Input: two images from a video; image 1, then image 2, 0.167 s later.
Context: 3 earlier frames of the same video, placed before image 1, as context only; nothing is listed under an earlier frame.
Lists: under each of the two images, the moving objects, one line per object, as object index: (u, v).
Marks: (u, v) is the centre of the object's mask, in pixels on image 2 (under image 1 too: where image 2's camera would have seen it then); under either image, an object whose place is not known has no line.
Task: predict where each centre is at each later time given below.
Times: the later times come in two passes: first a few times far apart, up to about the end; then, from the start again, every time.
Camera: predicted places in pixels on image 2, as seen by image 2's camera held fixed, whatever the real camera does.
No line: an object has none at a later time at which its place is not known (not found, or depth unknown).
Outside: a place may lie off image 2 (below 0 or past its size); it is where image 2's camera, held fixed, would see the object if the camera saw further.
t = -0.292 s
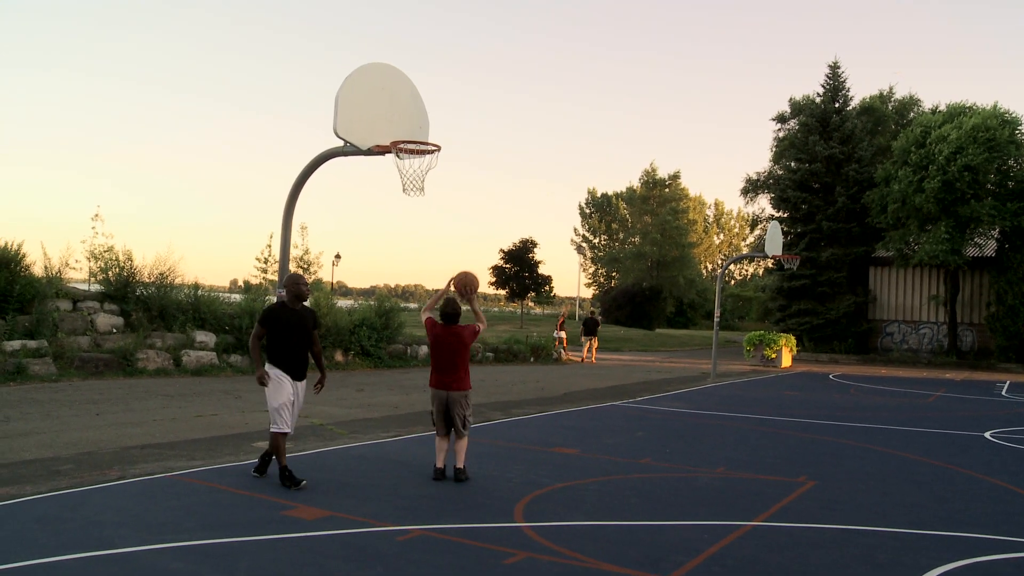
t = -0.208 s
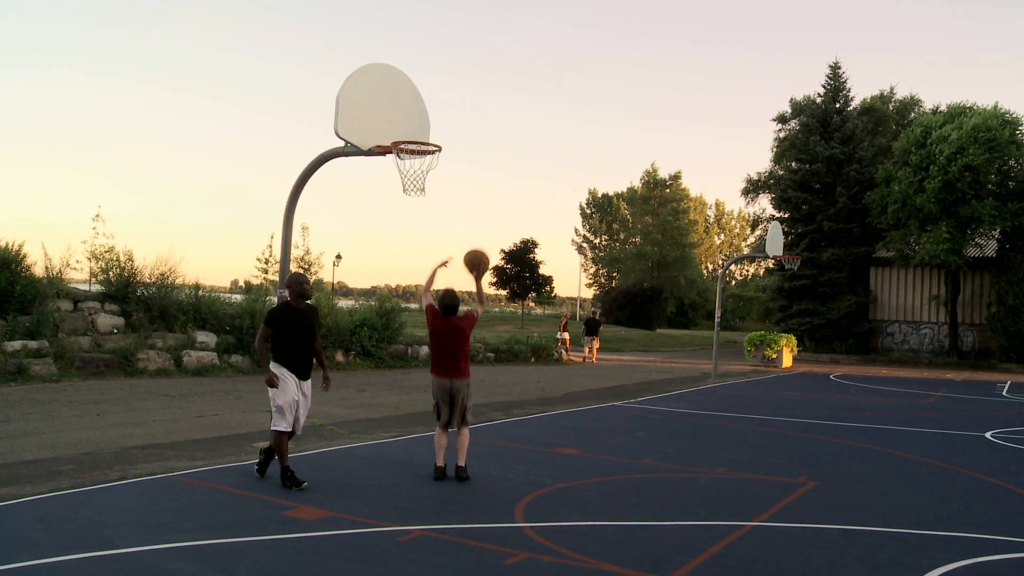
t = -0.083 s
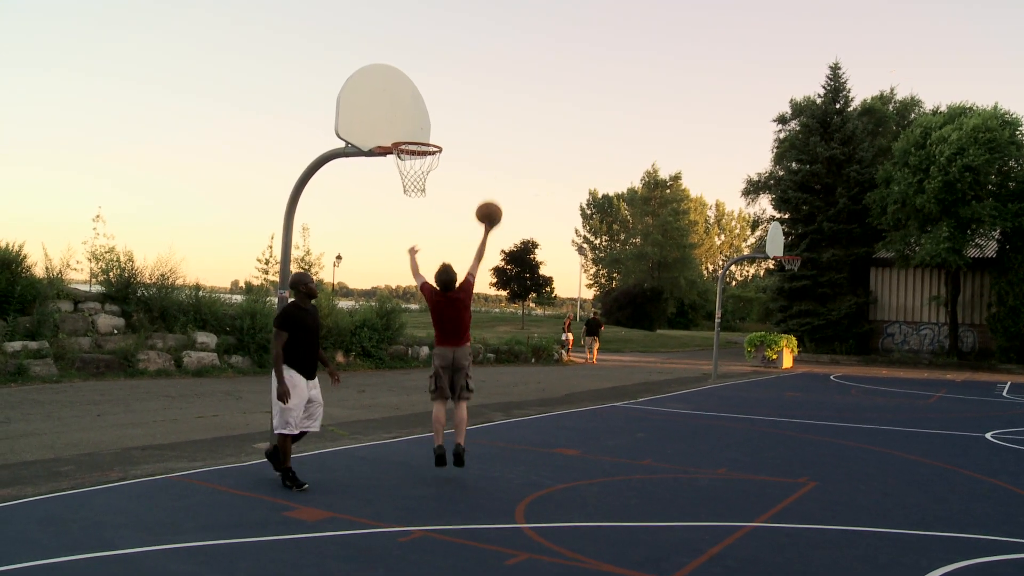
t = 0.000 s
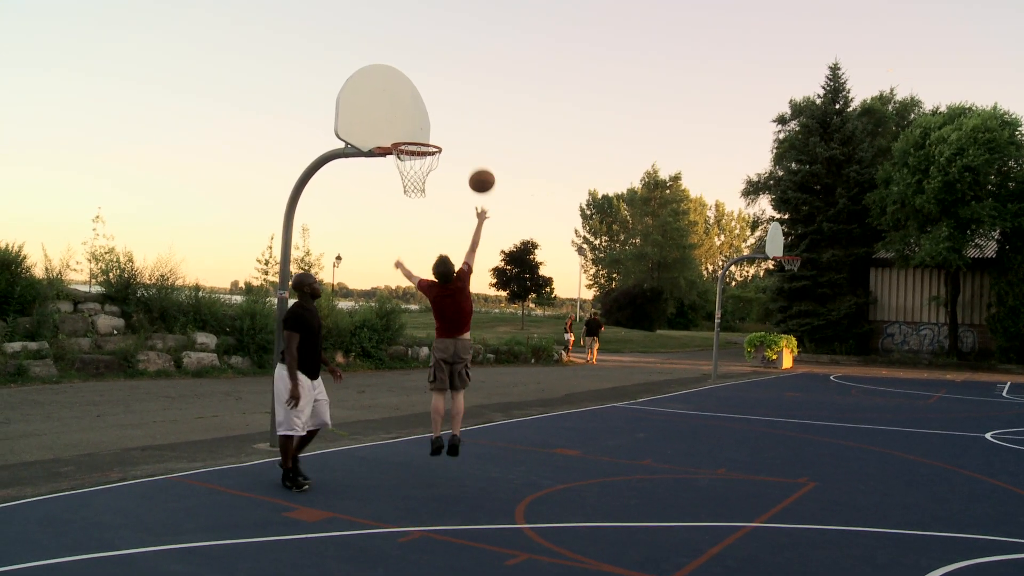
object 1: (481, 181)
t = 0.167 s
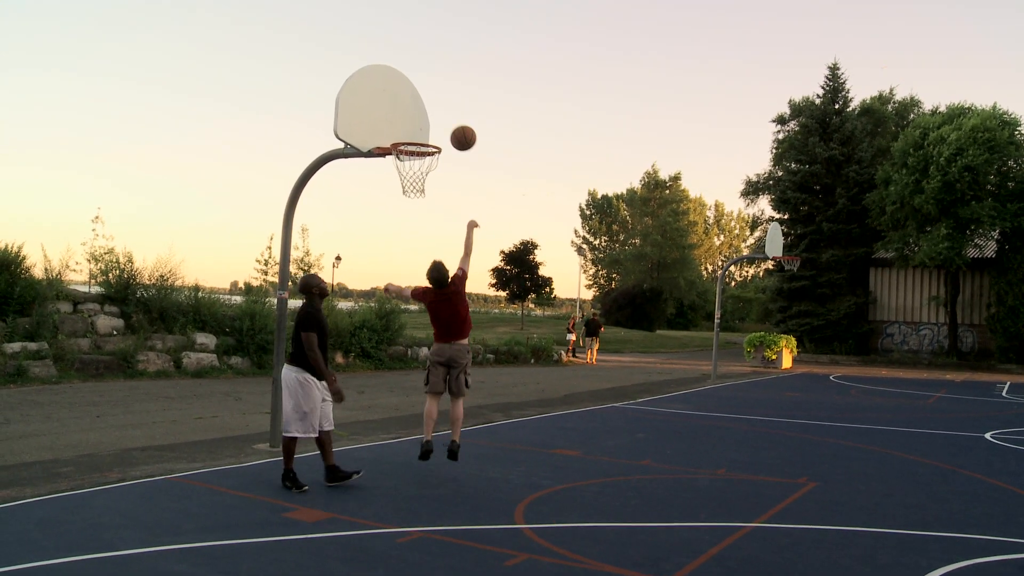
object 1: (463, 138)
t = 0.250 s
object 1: (454, 128)
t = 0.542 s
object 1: (428, 130)
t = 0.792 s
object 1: (424, 130)
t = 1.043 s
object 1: (417, 132)
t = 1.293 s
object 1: (404, 161)
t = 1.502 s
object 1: (405, 196)
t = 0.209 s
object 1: (458, 132)
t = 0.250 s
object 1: (454, 128)
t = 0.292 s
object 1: (449, 125)
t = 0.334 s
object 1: (444, 125)
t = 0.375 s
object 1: (439, 126)
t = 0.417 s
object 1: (434, 129)
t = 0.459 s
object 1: (430, 131)
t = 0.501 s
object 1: (429, 129)
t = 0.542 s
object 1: (428, 130)
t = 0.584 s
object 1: (427, 130)
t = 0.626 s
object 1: (427, 129)
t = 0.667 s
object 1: (426, 129)
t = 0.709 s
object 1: (425, 130)
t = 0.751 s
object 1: (425, 129)
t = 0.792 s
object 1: (424, 130)
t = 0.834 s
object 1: (423, 130)
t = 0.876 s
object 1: (422, 130)
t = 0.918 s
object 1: (422, 131)
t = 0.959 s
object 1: (420, 131)
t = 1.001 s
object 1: (419, 131)
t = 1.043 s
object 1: (417, 132)
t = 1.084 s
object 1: (416, 133)
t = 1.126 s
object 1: (414, 135)
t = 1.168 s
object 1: (412, 136)
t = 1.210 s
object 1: (410, 138)
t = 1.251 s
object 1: (407, 153)
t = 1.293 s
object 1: (404, 161)
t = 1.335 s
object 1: (403, 171)
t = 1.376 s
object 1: (402, 178)
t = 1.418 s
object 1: (403, 182)
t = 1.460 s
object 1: (404, 188)
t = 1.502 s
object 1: (405, 196)
